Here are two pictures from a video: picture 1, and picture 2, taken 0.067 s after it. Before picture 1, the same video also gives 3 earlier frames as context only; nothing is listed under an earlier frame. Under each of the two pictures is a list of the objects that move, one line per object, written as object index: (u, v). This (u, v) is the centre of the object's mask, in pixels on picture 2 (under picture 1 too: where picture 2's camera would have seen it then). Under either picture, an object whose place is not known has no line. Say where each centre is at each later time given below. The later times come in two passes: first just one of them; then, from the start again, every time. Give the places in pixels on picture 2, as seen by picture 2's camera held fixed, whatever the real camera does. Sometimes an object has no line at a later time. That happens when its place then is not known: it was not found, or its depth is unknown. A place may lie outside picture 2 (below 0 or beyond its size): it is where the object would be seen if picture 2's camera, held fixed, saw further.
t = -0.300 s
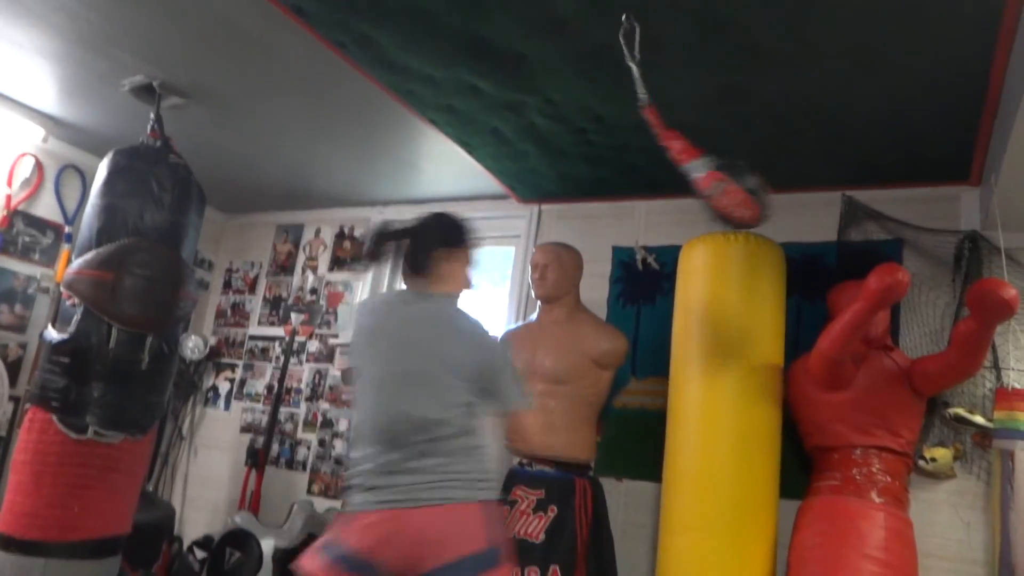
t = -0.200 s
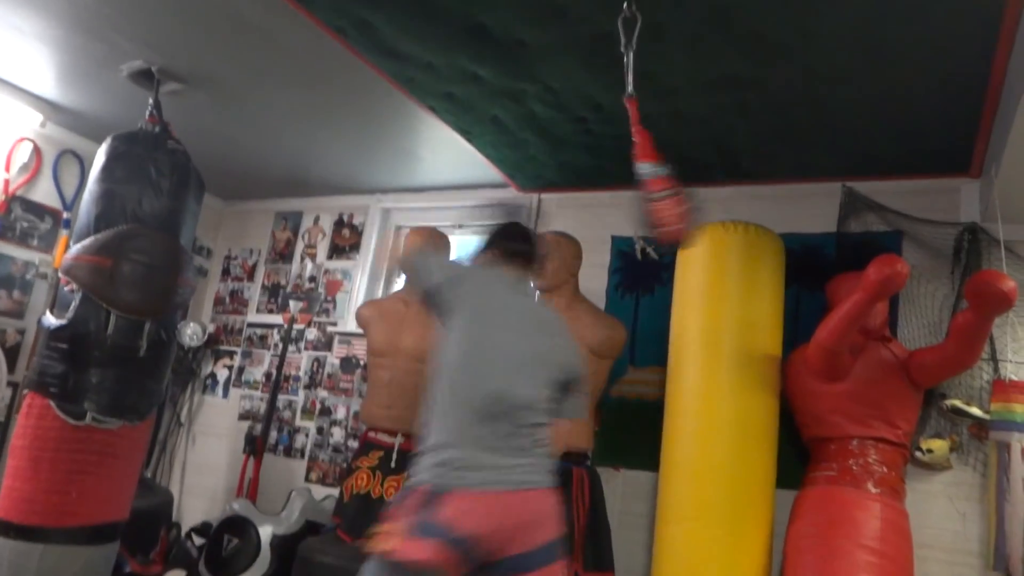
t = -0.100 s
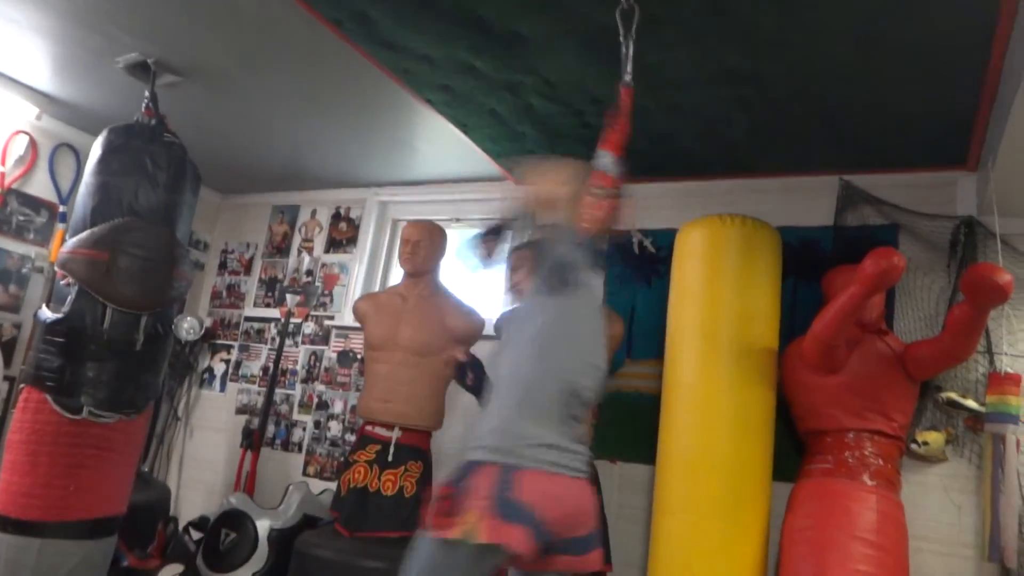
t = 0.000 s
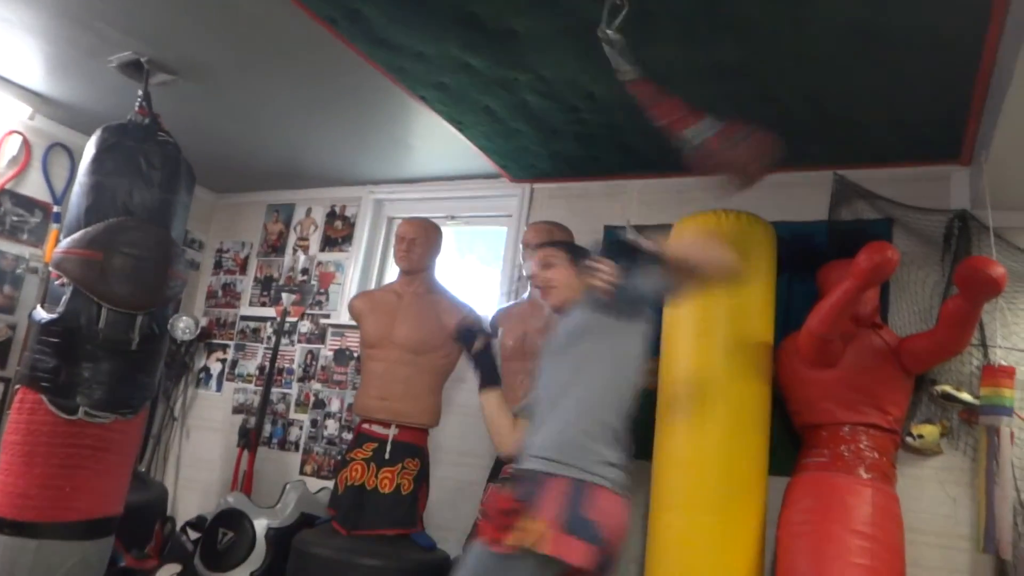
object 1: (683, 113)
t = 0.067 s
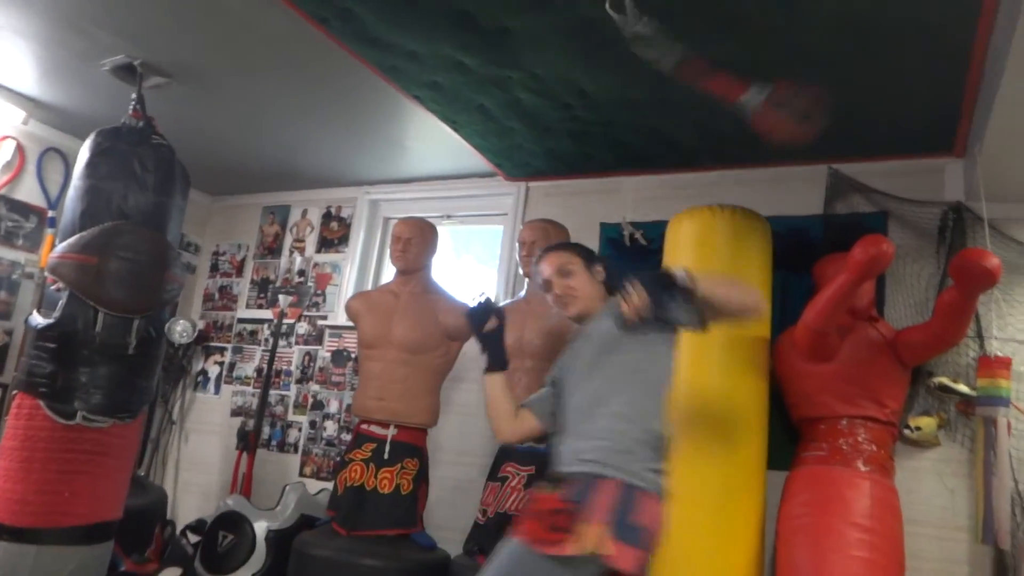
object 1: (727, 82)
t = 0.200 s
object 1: (755, 33)
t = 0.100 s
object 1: (747, 63)
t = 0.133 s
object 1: (762, 46)
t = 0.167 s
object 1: (767, 35)
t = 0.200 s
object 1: (755, 33)
